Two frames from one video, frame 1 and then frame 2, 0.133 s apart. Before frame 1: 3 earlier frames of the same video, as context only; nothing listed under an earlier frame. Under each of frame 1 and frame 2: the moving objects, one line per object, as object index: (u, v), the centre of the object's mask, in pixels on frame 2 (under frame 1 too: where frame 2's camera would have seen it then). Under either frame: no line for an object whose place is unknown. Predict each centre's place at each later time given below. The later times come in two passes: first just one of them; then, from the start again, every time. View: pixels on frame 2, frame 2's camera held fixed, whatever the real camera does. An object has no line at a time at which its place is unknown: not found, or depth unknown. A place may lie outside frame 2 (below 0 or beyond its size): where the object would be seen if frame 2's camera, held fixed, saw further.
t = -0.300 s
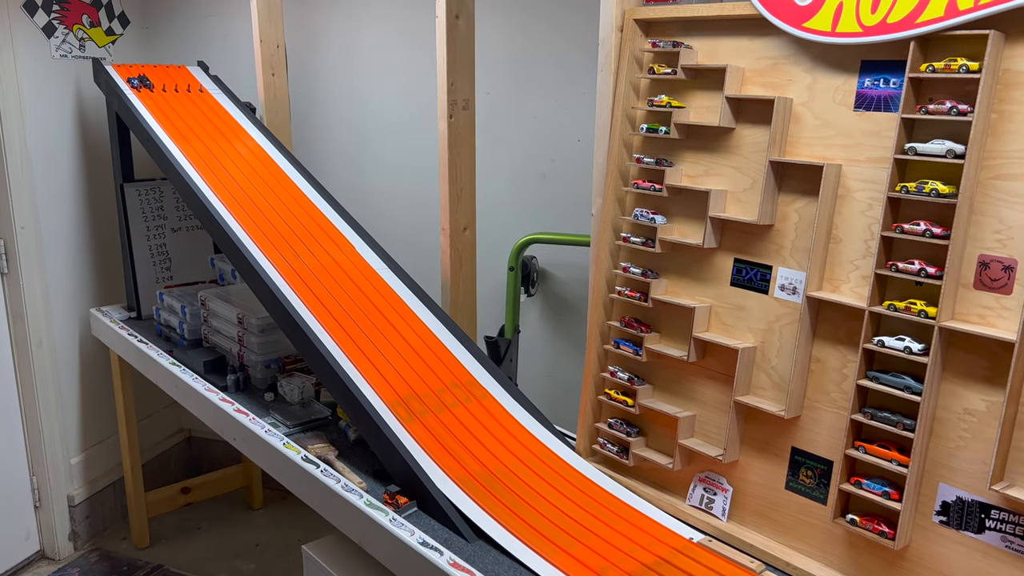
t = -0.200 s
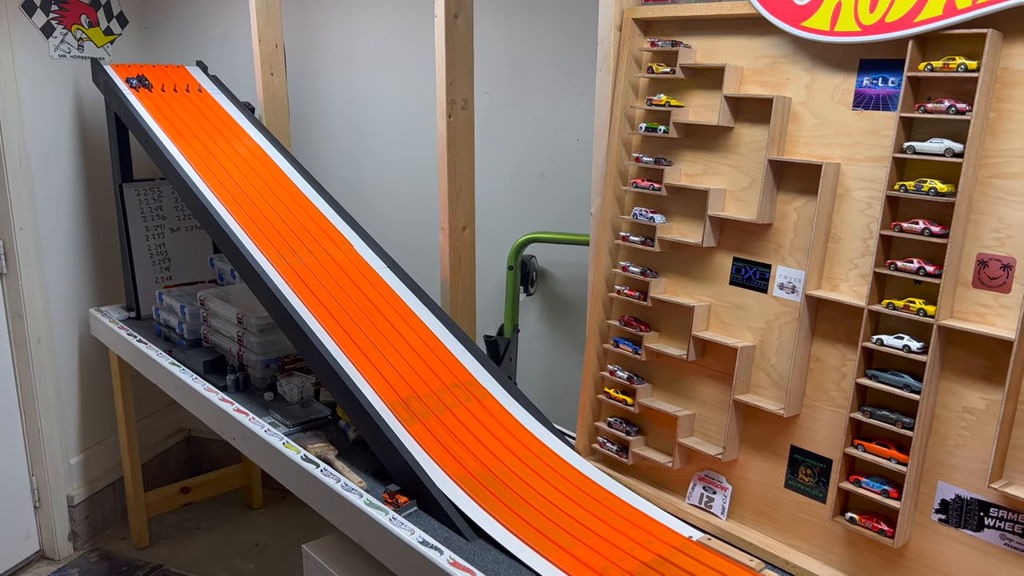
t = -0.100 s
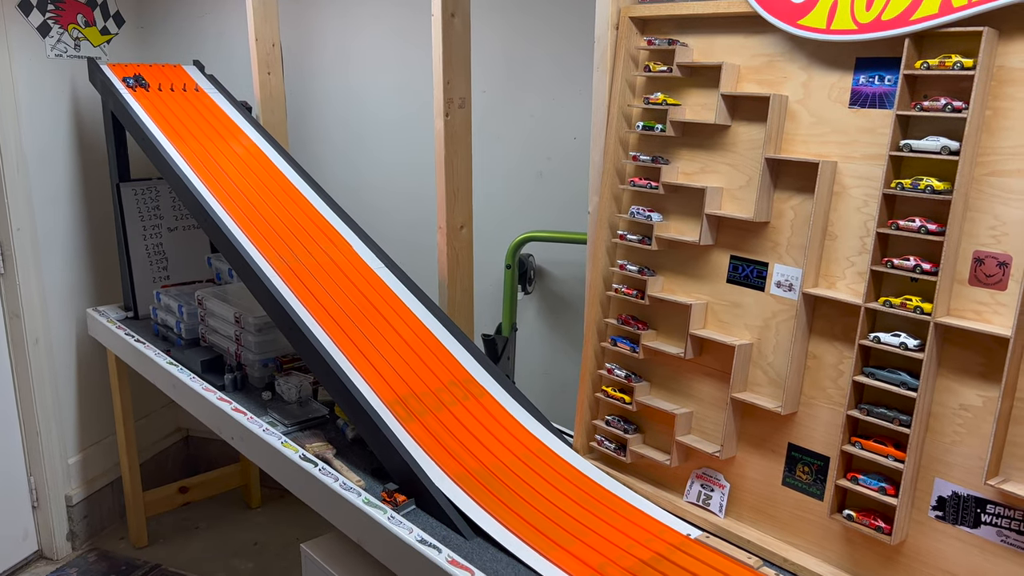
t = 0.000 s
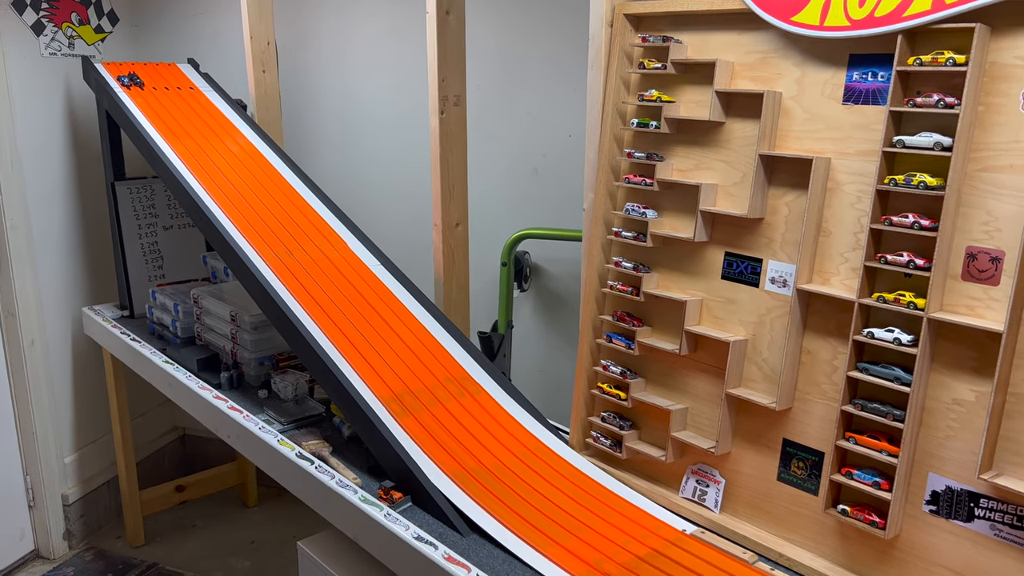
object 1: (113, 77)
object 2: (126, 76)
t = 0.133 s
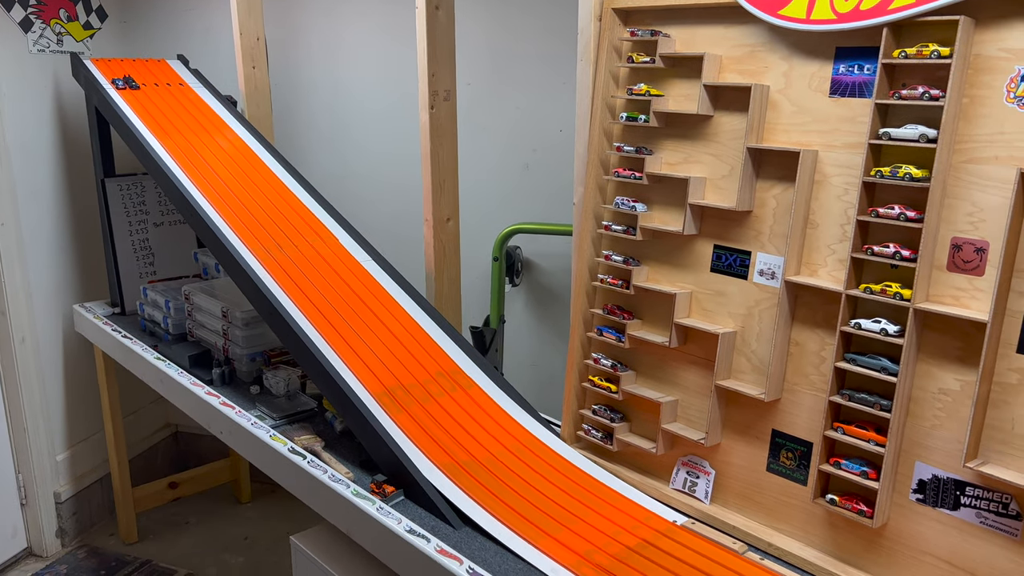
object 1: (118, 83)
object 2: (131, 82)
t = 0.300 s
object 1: (137, 105)
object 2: (150, 105)
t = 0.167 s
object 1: (121, 87)
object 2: (134, 86)
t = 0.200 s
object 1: (124, 90)
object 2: (137, 89)
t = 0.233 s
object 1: (128, 94)
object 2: (141, 94)
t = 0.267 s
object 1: (132, 99)
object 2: (145, 99)
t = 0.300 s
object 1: (137, 105)
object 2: (150, 105)
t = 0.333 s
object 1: (142, 112)
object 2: (156, 111)
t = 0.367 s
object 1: (148, 119)
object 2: (163, 118)
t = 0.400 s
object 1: (155, 127)
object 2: (170, 126)
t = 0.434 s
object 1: (162, 135)
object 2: (178, 135)
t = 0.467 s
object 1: (170, 145)
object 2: (186, 145)
